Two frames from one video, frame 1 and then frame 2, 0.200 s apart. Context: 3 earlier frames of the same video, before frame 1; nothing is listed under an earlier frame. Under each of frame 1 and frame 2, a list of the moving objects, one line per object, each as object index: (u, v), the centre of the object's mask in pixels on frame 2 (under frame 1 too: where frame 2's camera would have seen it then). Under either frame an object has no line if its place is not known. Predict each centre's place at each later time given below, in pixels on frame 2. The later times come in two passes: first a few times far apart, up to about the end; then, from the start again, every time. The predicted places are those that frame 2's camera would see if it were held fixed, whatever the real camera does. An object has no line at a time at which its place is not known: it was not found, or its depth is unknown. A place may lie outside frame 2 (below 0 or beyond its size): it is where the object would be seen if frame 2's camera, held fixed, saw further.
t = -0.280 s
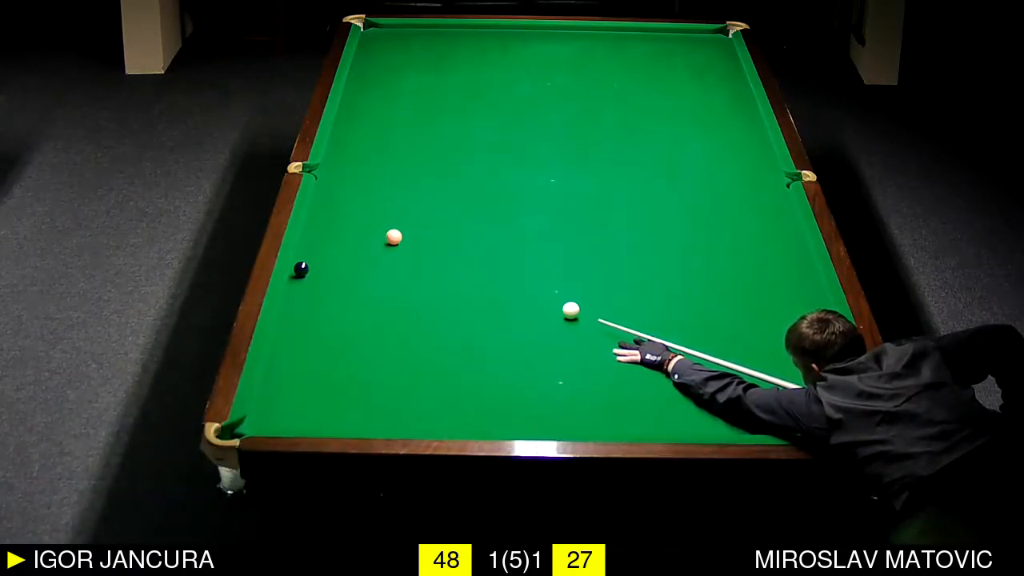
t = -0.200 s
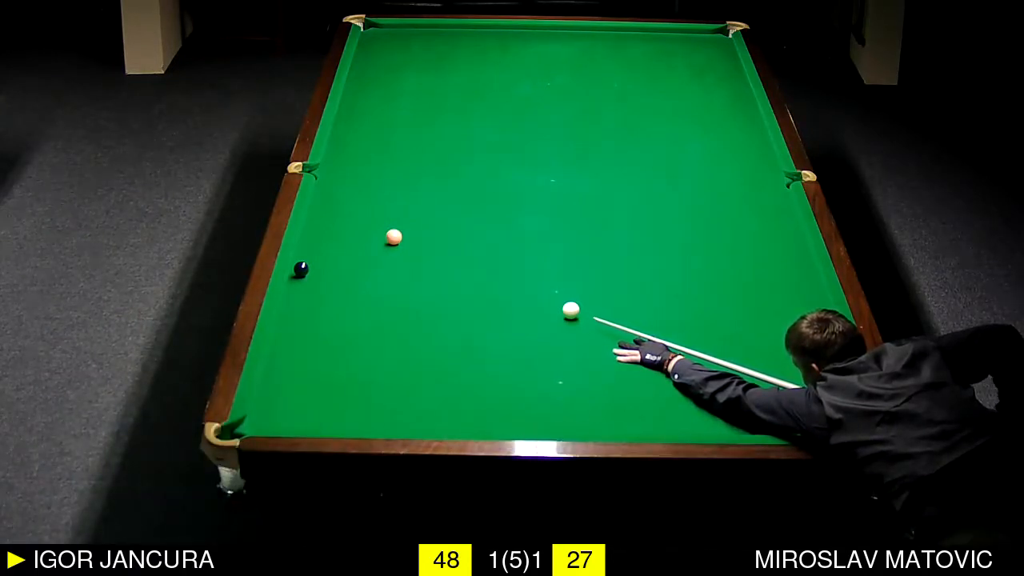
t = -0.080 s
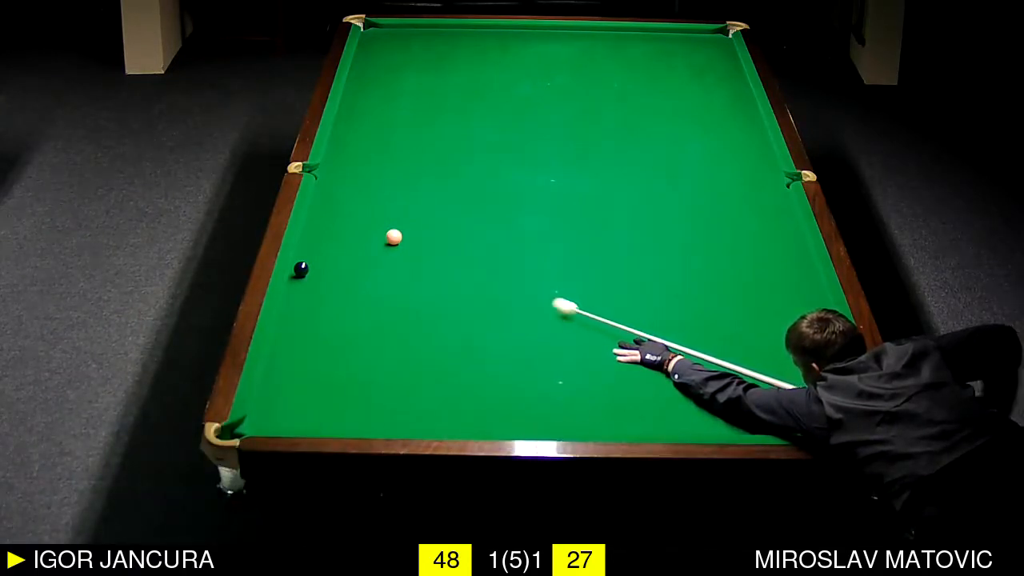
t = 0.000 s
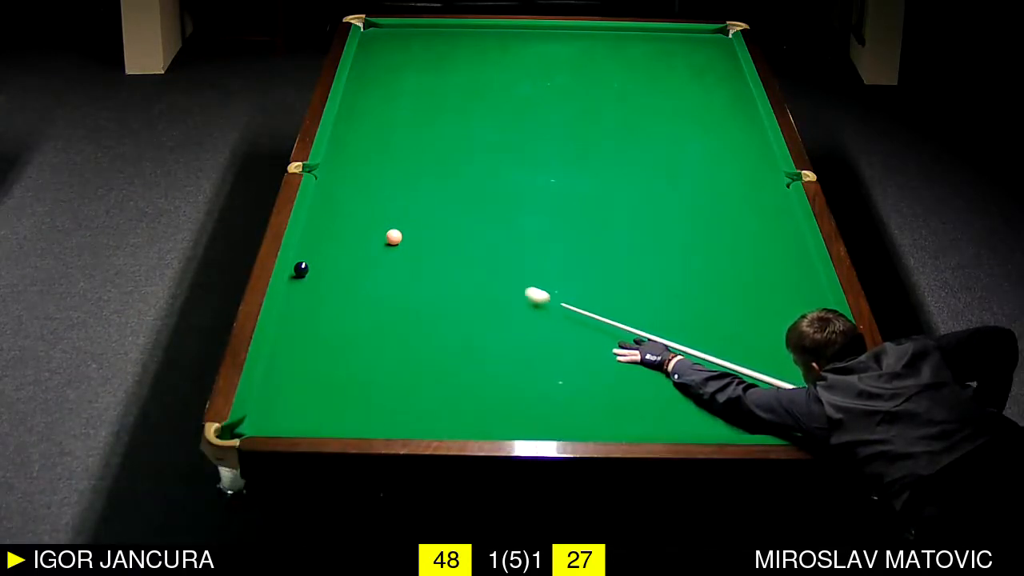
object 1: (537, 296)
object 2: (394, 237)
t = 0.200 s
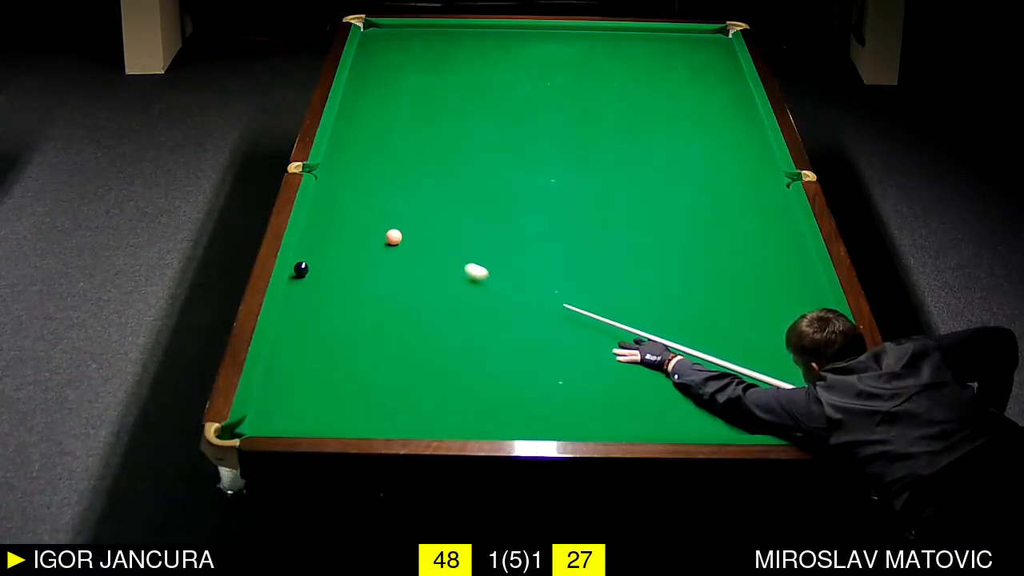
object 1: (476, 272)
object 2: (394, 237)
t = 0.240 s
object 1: (464, 268)
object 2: (394, 237)
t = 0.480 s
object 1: (399, 244)
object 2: (390, 234)
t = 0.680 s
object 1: (369, 243)
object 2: (371, 218)
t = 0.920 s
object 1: (333, 242)
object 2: (352, 200)
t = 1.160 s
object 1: (309, 241)
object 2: (333, 184)
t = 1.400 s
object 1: (331, 241)
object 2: (317, 170)
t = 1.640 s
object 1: (352, 240)
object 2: (313, 174)
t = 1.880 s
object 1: (371, 240)
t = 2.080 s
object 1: (386, 240)
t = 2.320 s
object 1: (402, 240)
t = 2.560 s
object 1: (417, 239)
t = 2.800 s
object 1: (429, 239)
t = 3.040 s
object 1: (441, 239)
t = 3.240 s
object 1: (449, 239)
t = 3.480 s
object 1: (458, 239)
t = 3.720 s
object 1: (465, 240)
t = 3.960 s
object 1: (470, 240)
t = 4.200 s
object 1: (474, 240)
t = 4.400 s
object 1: (476, 240)
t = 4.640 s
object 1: (477, 241)
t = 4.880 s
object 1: (477, 241)
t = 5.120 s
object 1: (477, 241)
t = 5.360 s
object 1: (477, 241)
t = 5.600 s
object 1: (477, 241)
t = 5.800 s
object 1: (477, 241)
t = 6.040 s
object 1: (477, 241)
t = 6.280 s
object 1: (477, 241)
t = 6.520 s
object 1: (477, 241)
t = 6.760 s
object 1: (477, 241)
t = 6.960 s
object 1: (477, 241)
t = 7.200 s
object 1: (477, 241)
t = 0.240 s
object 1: (464, 268)
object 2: (394, 237)
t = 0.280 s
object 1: (453, 263)
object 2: (394, 237)
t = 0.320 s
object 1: (441, 259)
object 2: (393, 237)
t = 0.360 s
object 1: (430, 254)
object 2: (394, 237)
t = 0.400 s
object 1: (419, 250)
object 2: (394, 237)
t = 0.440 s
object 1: (409, 246)
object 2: (393, 237)
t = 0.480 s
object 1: (399, 244)
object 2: (390, 234)
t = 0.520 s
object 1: (394, 244)
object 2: (387, 230)
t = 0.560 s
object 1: (388, 244)
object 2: (383, 227)
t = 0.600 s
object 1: (382, 244)
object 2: (378, 223)
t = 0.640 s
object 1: (375, 243)
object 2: (375, 220)
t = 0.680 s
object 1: (369, 243)
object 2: (371, 218)
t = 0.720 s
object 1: (363, 243)
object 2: (368, 214)
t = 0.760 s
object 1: (357, 243)
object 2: (365, 211)
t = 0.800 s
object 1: (351, 243)
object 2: (361, 209)
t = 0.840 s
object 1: (345, 242)
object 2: (358, 206)
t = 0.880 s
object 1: (339, 242)
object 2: (355, 203)
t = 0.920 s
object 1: (333, 242)
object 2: (352, 200)
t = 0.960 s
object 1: (328, 242)
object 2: (349, 197)
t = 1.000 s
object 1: (322, 242)
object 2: (345, 195)
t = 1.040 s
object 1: (317, 241)
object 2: (342, 192)
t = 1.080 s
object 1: (311, 241)
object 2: (340, 189)
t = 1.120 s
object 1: (306, 241)
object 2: (336, 187)
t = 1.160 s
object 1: (309, 241)
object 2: (333, 184)
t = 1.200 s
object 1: (312, 241)
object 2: (331, 182)
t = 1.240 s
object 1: (316, 241)
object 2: (328, 179)
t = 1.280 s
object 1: (320, 241)
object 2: (325, 177)
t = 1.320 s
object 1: (324, 241)
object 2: (323, 174)
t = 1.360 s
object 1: (327, 241)
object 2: (320, 172)
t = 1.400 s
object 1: (331, 241)
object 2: (317, 170)
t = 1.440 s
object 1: (335, 240)
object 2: (315, 169)
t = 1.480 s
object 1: (338, 240)
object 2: (316, 171)
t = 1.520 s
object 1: (342, 240)
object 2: (315, 172)
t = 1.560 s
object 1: (345, 240)
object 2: (313, 173)
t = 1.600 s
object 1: (348, 240)
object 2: (313, 173)
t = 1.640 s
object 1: (352, 240)
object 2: (313, 174)
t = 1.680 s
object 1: (355, 240)
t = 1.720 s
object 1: (358, 240)
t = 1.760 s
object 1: (362, 240)
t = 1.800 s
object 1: (365, 240)
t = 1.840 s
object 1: (368, 240)
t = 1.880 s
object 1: (371, 240)
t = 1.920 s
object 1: (374, 240)
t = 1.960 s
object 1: (377, 240)
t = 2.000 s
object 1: (380, 240)
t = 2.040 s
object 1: (383, 240)
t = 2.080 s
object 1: (386, 240)
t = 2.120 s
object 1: (389, 240)
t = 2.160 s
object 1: (391, 240)
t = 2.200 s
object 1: (394, 240)
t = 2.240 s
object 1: (396, 240)
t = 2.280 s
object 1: (399, 240)
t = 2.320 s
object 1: (402, 240)
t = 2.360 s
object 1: (404, 239)
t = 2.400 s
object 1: (407, 239)
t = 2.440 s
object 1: (409, 239)
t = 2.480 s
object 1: (412, 239)
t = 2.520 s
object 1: (414, 239)
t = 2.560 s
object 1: (417, 239)
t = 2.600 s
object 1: (419, 239)
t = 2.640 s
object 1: (421, 239)
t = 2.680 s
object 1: (423, 239)
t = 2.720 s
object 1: (425, 239)
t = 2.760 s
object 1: (427, 239)
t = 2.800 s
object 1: (429, 239)
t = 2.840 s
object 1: (431, 239)
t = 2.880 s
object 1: (433, 239)
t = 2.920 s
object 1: (435, 239)
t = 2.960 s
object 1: (437, 239)
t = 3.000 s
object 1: (439, 239)
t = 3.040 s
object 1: (441, 239)
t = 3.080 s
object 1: (443, 239)
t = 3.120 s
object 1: (444, 239)
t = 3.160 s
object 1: (446, 239)
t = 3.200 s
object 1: (447, 239)
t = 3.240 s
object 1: (449, 239)
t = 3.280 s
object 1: (451, 239)
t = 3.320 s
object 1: (452, 239)
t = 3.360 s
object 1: (454, 239)
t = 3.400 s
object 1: (455, 239)
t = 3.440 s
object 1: (457, 239)
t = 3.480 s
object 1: (458, 239)
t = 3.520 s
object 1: (459, 239)
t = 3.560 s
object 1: (460, 239)
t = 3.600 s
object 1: (462, 239)
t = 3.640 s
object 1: (463, 240)
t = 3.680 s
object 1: (464, 240)
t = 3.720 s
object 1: (465, 240)
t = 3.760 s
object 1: (466, 240)
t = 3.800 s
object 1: (467, 240)
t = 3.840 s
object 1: (468, 240)
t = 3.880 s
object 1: (469, 240)
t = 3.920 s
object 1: (469, 240)
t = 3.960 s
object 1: (470, 240)
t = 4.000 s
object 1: (471, 240)
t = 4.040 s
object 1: (472, 240)
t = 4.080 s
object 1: (472, 240)
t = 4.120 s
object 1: (473, 240)
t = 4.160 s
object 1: (474, 240)
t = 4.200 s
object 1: (474, 240)
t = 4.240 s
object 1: (475, 240)
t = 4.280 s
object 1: (475, 240)
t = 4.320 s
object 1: (476, 240)
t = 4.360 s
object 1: (476, 240)
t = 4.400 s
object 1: (476, 240)
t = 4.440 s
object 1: (477, 241)
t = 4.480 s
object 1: (477, 241)
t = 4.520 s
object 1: (477, 241)
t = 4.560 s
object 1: (477, 241)
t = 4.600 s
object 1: (477, 241)
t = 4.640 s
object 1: (477, 241)
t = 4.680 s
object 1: (477, 241)
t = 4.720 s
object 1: (477, 241)
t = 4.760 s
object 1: (477, 241)
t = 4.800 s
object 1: (477, 241)
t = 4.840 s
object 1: (477, 241)
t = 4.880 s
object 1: (477, 241)
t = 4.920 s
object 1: (477, 241)
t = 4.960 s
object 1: (477, 241)
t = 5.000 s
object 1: (477, 241)
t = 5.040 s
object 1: (477, 241)
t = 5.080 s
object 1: (477, 241)
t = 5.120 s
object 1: (477, 241)
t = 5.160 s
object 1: (477, 241)
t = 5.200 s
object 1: (477, 241)
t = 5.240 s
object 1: (477, 241)
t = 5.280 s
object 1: (477, 241)
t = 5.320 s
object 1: (477, 241)
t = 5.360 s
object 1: (477, 241)
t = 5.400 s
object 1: (477, 241)
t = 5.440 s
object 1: (477, 241)
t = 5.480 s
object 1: (477, 241)
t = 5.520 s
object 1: (477, 241)
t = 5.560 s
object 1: (477, 241)
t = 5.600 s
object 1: (477, 241)
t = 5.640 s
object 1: (477, 241)
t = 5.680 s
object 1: (477, 241)
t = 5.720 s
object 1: (477, 241)
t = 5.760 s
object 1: (477, 241)
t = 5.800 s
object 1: (477, 241)
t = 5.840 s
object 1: (477, 241)
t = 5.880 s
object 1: (477, 241)
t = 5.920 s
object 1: (477, 241)
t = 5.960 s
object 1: (477, 241)
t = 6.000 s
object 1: (477, 241)
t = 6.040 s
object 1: (477, 241)
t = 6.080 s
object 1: (477, 241)
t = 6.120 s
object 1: (477, 241)
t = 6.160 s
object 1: (477, 241)
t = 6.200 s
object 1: (477, 241)
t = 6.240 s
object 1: (477, 241)
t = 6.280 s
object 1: (477, 241)
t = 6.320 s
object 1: (477, 241)
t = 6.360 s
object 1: (477, 241)
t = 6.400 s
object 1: (477, 241)
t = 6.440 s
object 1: (477, 241)
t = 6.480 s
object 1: (477, 241)
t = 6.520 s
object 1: (477, 241)
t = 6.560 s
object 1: (477, 241)
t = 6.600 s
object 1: (477, 241)
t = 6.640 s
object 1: (477, 241)
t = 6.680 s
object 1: (477, 241)
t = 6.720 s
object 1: (477, 241)
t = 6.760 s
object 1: (477, 241)
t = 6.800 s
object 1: (477, 241)
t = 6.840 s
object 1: (477, 241)
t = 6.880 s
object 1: (477, 241)
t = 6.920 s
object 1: (477, 241)
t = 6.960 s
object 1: (477, 241)
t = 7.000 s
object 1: (477, 241)
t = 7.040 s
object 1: (477, 241)
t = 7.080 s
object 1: (477, 241)
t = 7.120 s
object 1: (477, 241)
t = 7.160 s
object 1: (477, 241)
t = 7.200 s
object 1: (477, 241)
